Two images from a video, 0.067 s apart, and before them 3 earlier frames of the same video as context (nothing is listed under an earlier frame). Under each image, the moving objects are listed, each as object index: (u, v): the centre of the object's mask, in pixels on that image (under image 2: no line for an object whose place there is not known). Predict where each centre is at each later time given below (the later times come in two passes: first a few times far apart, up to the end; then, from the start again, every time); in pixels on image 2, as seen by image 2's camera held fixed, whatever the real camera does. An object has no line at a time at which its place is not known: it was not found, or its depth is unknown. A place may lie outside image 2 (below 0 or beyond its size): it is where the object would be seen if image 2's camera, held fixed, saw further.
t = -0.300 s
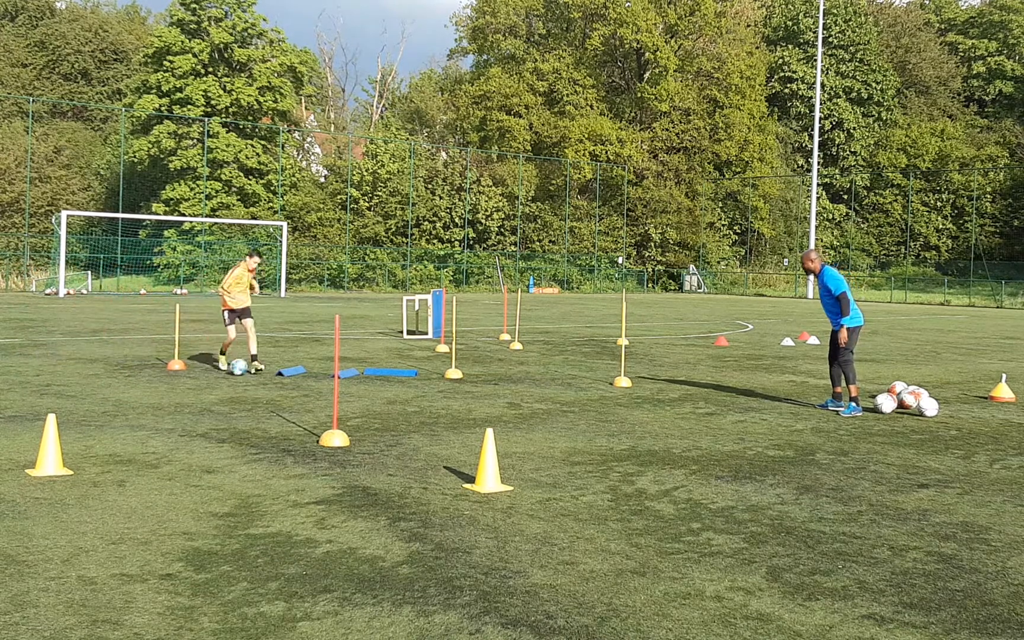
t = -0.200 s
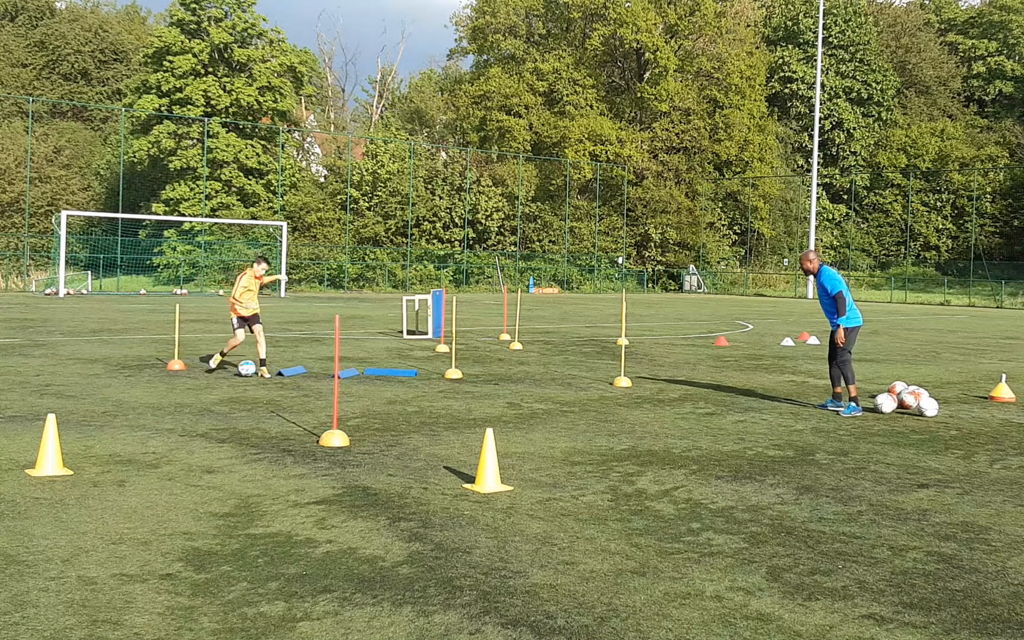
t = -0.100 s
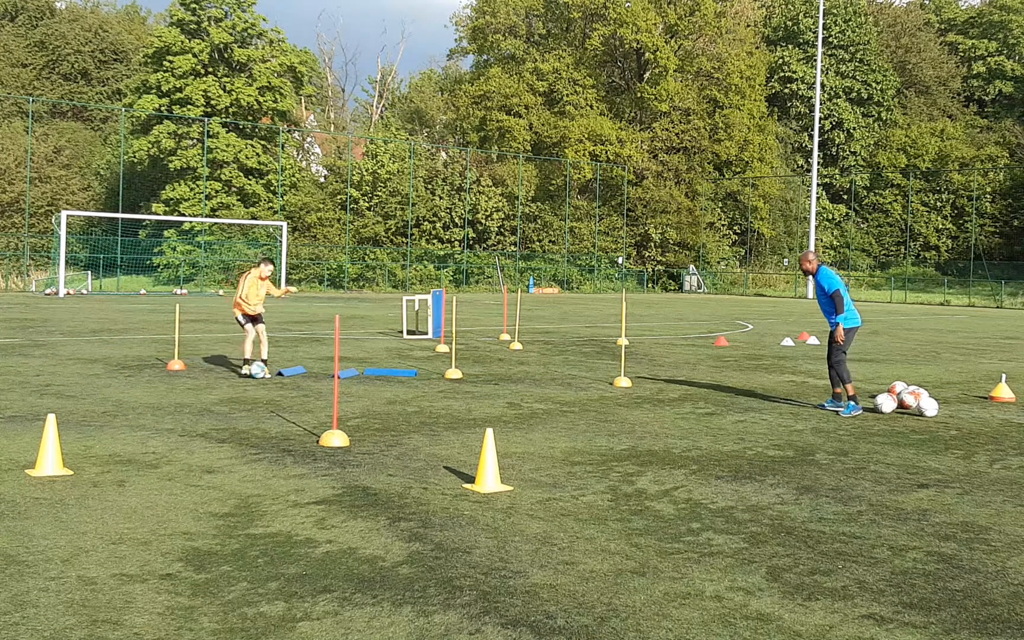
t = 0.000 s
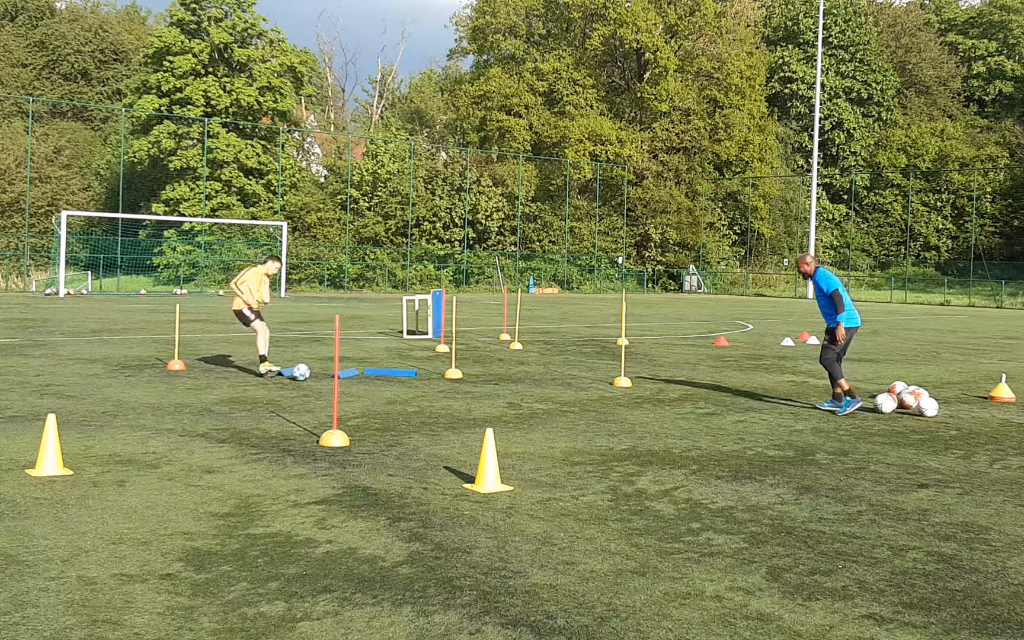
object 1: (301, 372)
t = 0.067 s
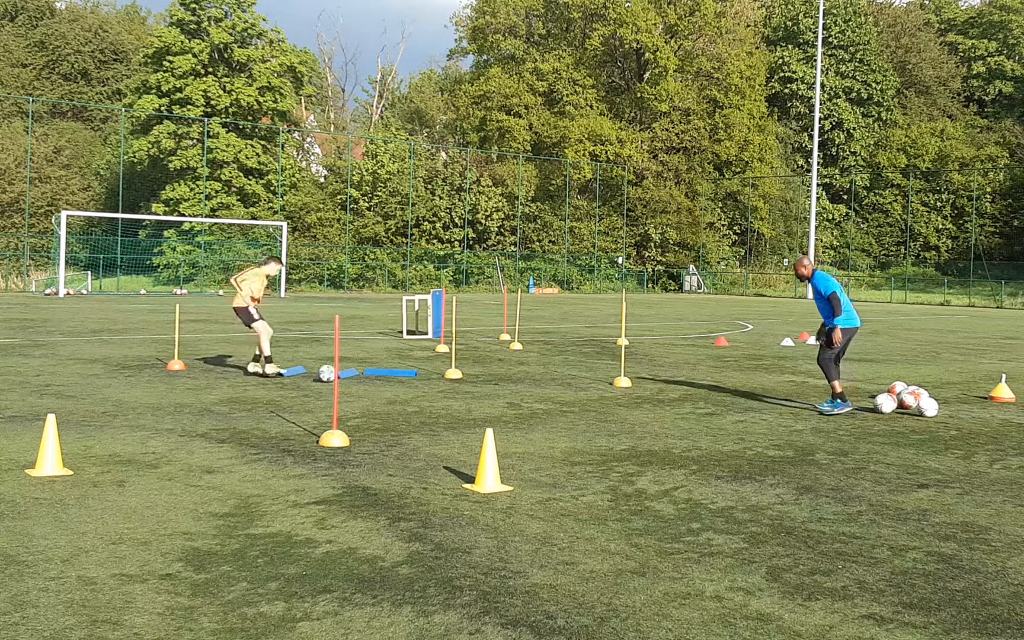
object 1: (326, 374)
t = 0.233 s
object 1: (385, 377)
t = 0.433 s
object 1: (442, 381)
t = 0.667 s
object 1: (507, 385)
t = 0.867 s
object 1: (563, 389)
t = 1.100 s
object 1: (629, 394)
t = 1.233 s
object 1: (667, 396)
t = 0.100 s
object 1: (341, 374)
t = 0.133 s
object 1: (352, 376)
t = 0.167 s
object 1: (363, 375)
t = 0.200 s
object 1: (374, 376)
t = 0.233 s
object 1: (385, 377)
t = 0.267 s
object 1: (395, 377)
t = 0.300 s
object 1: (405, 378)
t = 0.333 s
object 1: (414, 379)
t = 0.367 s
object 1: (423, 379)
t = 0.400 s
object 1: (433, 380)
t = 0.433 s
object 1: (442, 381)
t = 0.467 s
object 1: (452, 382)
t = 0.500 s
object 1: (461, 382)
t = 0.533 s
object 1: (470, 382)
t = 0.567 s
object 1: (479, 383)
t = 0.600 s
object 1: (489, 384)
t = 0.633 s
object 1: (498, 384)
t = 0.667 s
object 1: (507, 385)
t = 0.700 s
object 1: (516, 385)
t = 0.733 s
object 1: (526, 386)
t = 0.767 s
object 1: (535, 387)
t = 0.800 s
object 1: (545, 388)
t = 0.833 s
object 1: (554, 389)
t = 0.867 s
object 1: (563, 389)
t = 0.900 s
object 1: (572, 390)
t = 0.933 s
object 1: (582, 391)
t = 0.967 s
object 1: (592, 391)
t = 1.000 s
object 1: (601, 392)
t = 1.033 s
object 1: (610, 393)
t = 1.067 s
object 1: (620, 393)
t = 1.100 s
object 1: (629, 394)
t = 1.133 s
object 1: (638, 394)
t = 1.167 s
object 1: (648, 395)
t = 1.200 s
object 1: (657, 396)
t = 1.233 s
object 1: (667, 396)
